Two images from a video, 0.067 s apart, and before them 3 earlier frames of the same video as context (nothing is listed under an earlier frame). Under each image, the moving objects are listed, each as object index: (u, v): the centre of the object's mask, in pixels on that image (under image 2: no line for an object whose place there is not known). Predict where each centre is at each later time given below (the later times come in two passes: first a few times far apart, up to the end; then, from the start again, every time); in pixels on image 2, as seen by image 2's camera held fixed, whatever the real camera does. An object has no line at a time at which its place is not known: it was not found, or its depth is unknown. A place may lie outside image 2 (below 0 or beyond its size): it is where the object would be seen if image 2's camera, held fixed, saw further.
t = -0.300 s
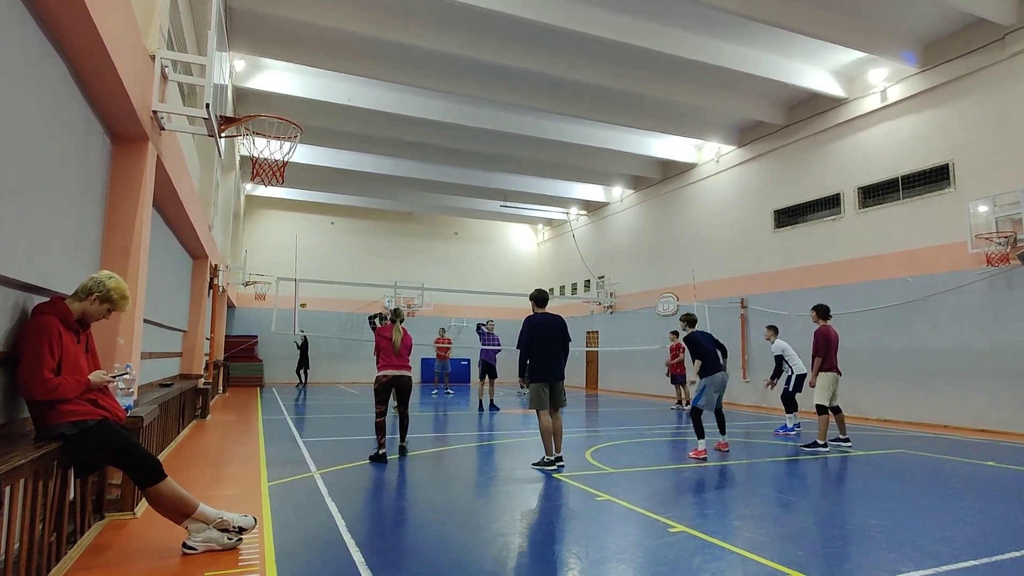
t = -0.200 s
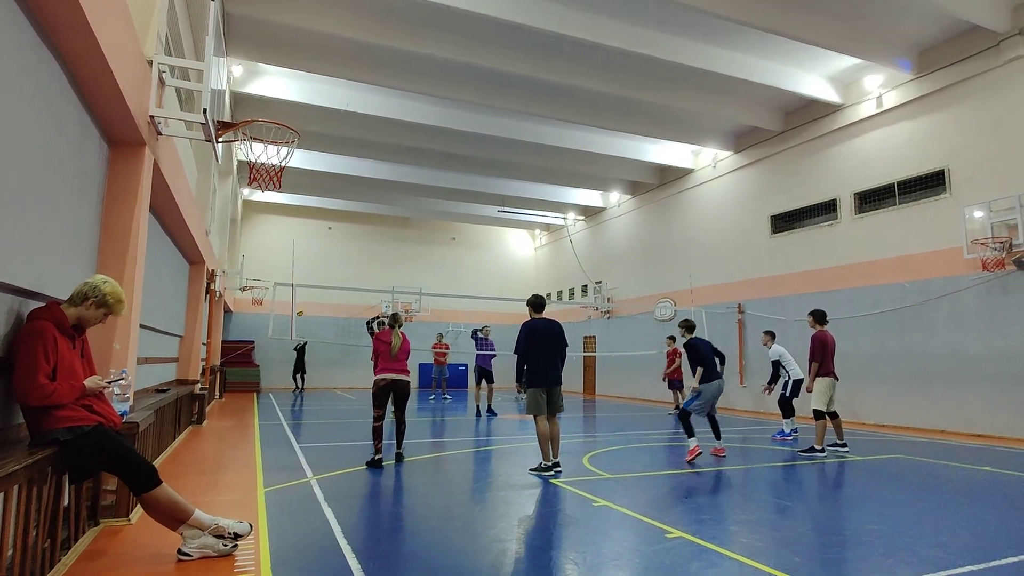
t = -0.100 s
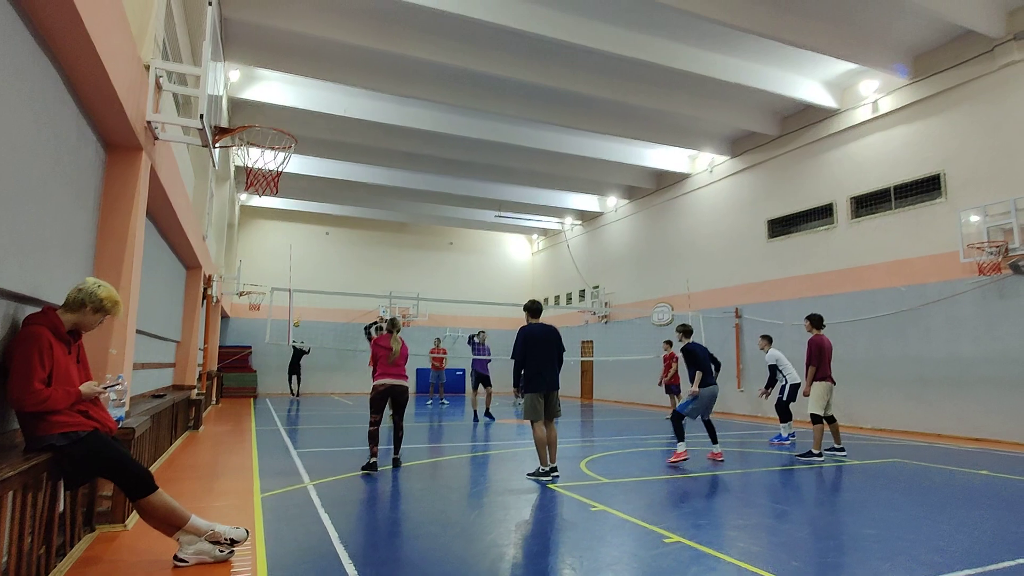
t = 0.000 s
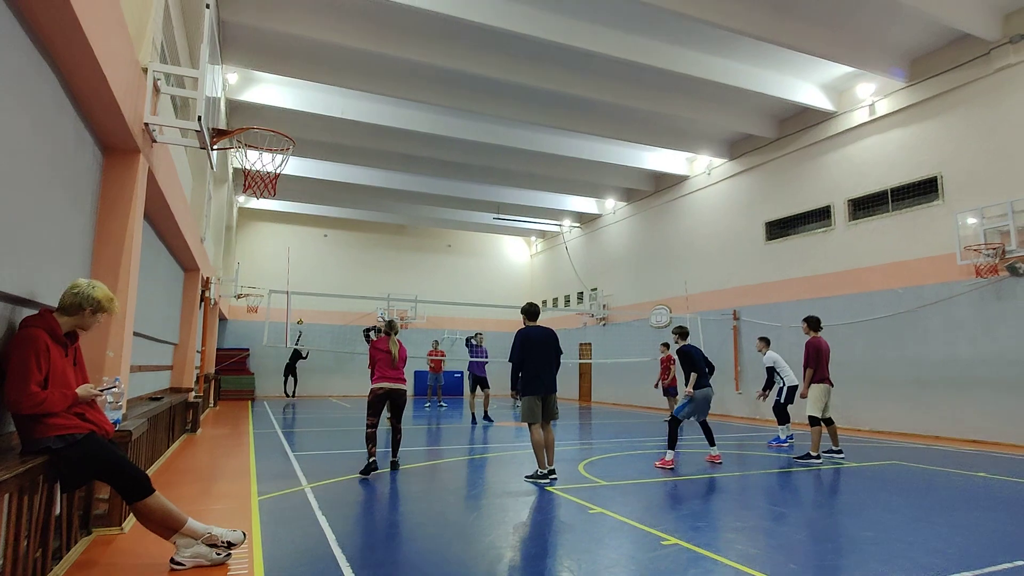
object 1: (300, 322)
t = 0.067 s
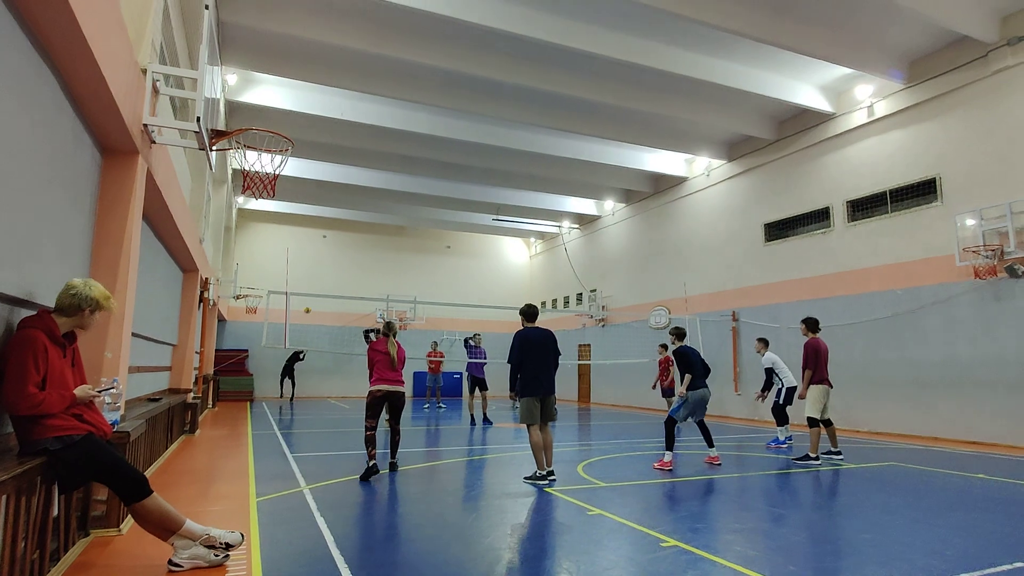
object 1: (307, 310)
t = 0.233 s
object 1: (329, 283)
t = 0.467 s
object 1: (366, 254)
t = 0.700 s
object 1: (417, 241)
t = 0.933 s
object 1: (489, 253)
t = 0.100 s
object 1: (311, 305)
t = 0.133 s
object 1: (315, 300)
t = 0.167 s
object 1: (321, 292)
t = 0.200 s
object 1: (325, 288)
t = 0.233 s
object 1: (329, 283)
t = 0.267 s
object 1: (334, 278)
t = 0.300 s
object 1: (339, 273)
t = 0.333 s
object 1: (344, 269)
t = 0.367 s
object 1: (350, 264)
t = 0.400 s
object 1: (355, 260)
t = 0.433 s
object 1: (361, 257)
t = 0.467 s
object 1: (366, 254)
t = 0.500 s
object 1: (373, 251)
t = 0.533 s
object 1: (379, 248)
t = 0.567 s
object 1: (386, 247)
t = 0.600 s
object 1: (393, 245)
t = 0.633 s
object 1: (401, 243)
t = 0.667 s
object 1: (408, 242)
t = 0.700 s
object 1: (417, 241)
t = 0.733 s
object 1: (426, 241)
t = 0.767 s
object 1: (435, 241)
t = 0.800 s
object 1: (445, 242)
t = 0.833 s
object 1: (455, 244)
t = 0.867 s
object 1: (466, 246)
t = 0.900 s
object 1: (477, 249)
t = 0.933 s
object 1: (489, 253)
